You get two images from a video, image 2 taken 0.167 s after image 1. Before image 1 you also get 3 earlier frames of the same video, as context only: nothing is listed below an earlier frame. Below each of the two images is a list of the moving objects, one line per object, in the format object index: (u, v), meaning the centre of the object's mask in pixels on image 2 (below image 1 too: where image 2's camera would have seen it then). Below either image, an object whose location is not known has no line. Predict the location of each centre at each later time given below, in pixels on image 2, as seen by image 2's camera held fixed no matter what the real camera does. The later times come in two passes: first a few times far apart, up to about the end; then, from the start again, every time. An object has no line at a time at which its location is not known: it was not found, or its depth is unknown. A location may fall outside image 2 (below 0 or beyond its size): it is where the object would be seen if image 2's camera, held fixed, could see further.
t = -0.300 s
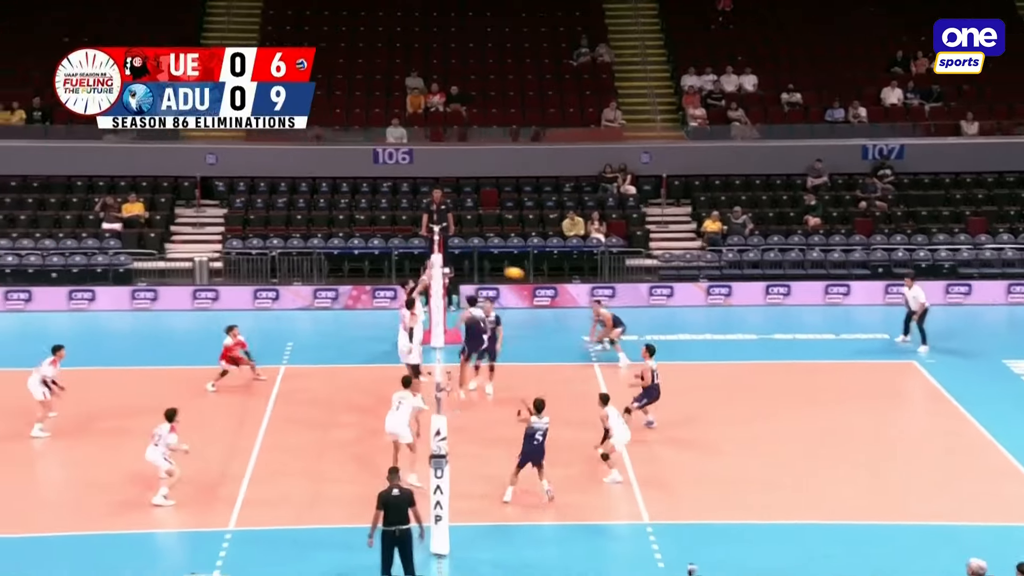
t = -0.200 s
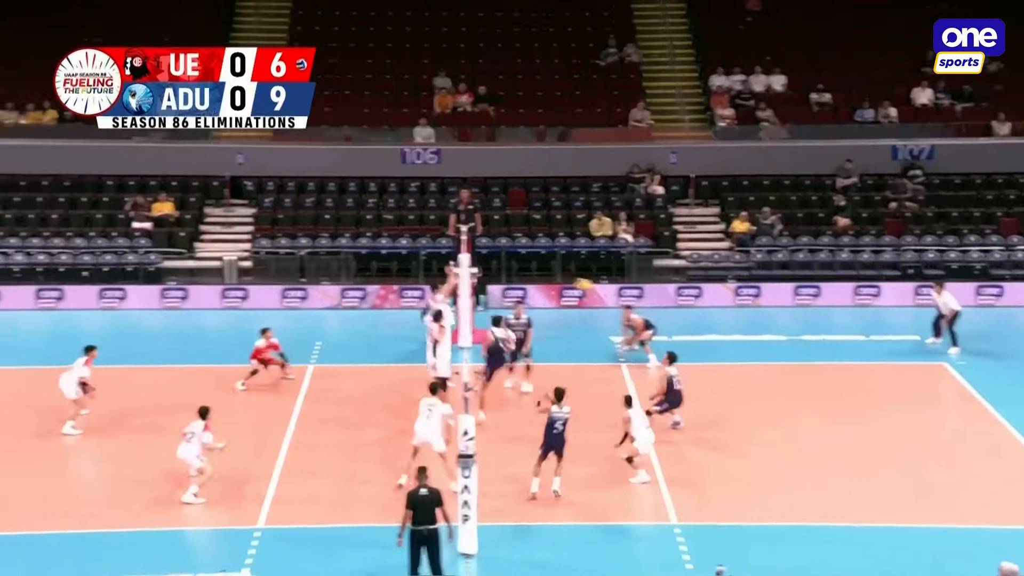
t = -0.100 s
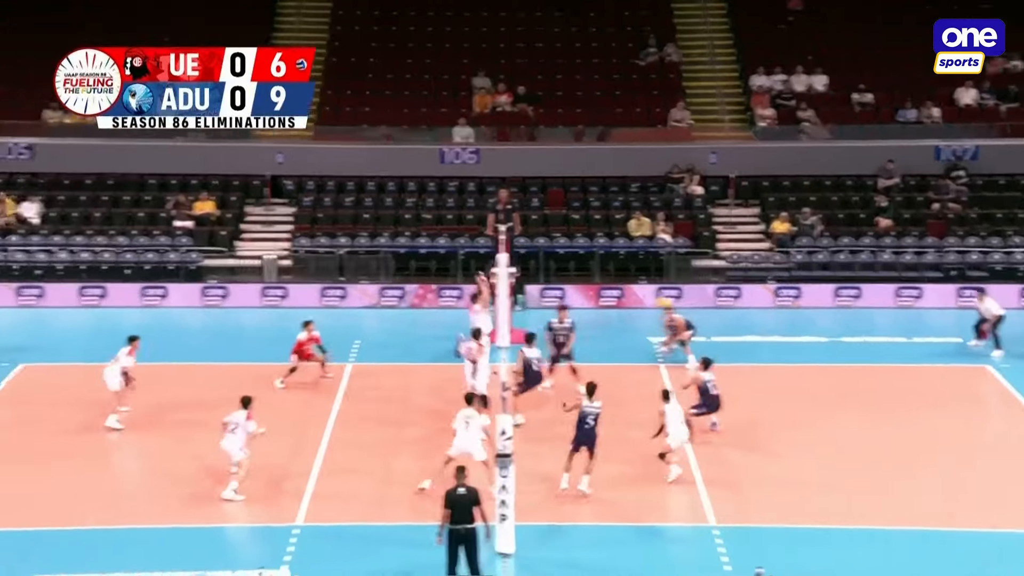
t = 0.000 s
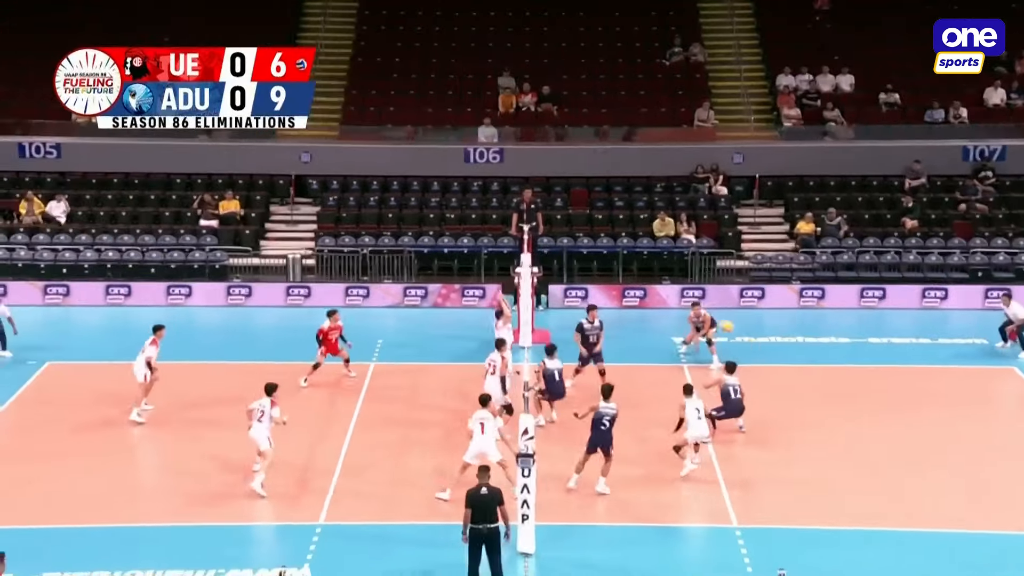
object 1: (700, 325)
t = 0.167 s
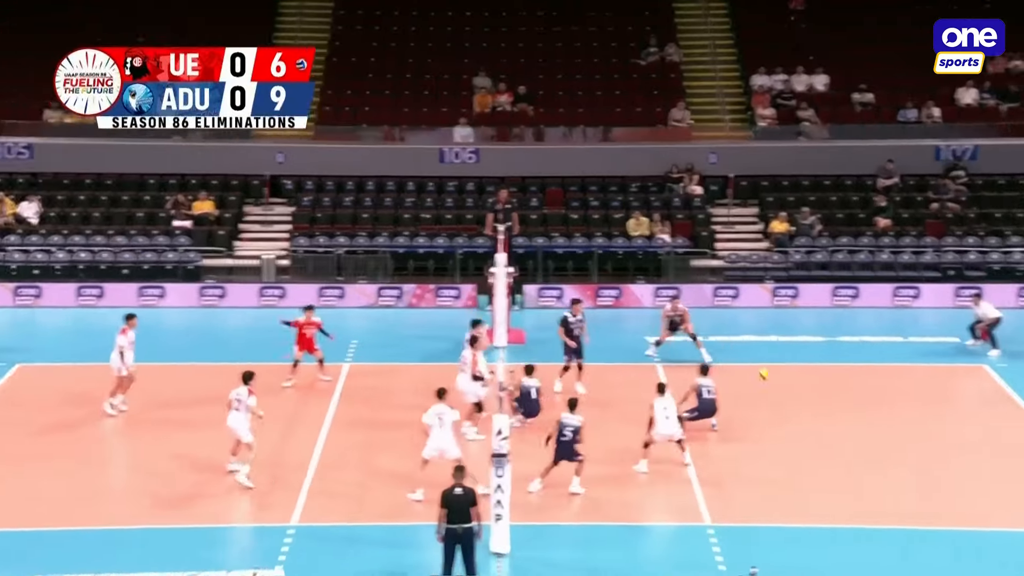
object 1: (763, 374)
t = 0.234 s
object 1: (787, 399)
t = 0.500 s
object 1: (862, 337)
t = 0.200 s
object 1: (774, 386)
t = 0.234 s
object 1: (787, 399)
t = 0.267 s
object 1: (796, 389)
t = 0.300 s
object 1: (806, 382)
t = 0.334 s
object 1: (816, 372)
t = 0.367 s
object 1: (824, 363)
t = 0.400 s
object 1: (834, 356)
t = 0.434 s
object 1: (843, 349)
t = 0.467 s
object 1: (853, 342)
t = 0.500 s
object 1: (862, 337)
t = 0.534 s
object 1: (871, 331)
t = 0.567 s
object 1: (880, 327)
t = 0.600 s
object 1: (889, 322)
